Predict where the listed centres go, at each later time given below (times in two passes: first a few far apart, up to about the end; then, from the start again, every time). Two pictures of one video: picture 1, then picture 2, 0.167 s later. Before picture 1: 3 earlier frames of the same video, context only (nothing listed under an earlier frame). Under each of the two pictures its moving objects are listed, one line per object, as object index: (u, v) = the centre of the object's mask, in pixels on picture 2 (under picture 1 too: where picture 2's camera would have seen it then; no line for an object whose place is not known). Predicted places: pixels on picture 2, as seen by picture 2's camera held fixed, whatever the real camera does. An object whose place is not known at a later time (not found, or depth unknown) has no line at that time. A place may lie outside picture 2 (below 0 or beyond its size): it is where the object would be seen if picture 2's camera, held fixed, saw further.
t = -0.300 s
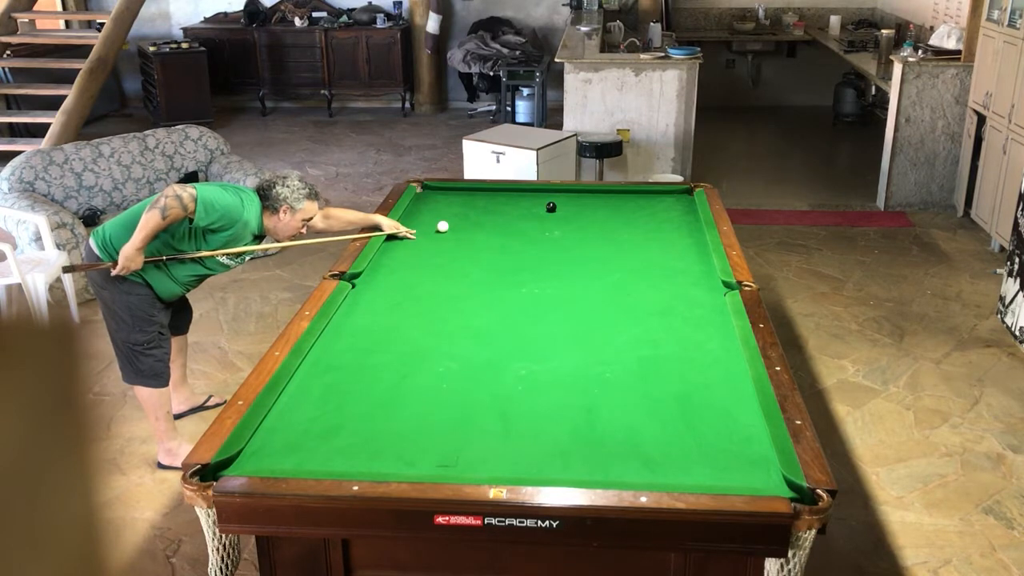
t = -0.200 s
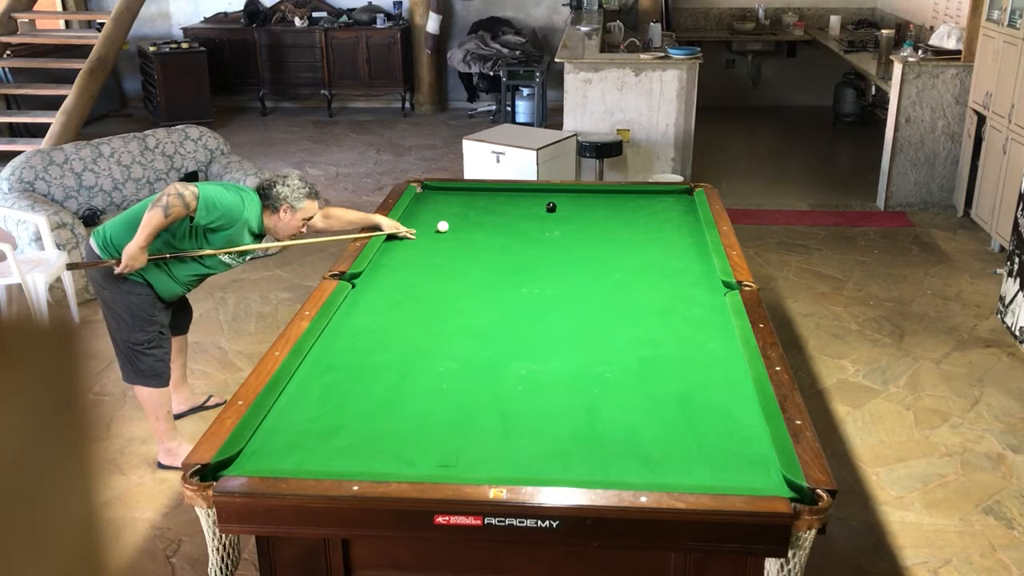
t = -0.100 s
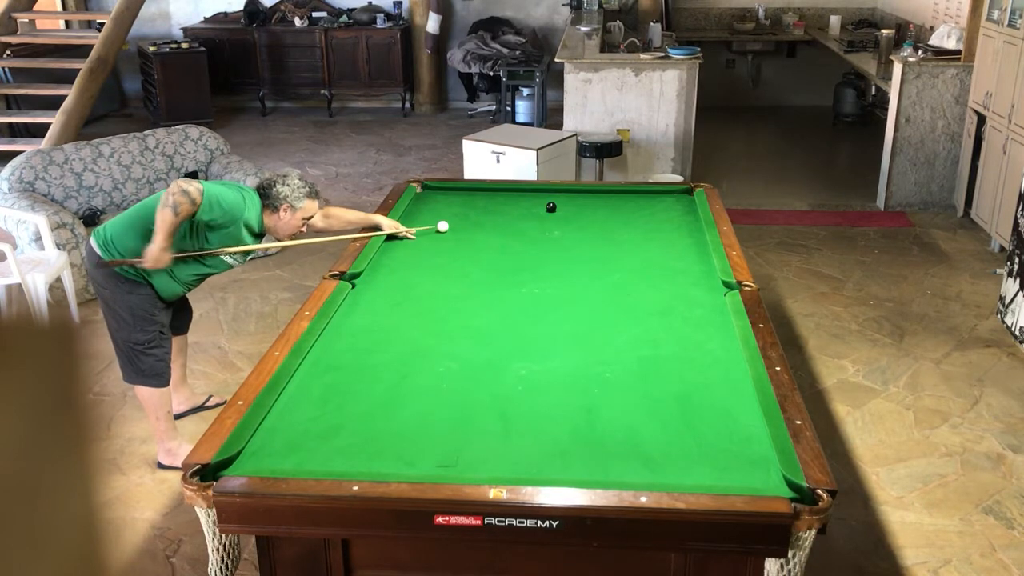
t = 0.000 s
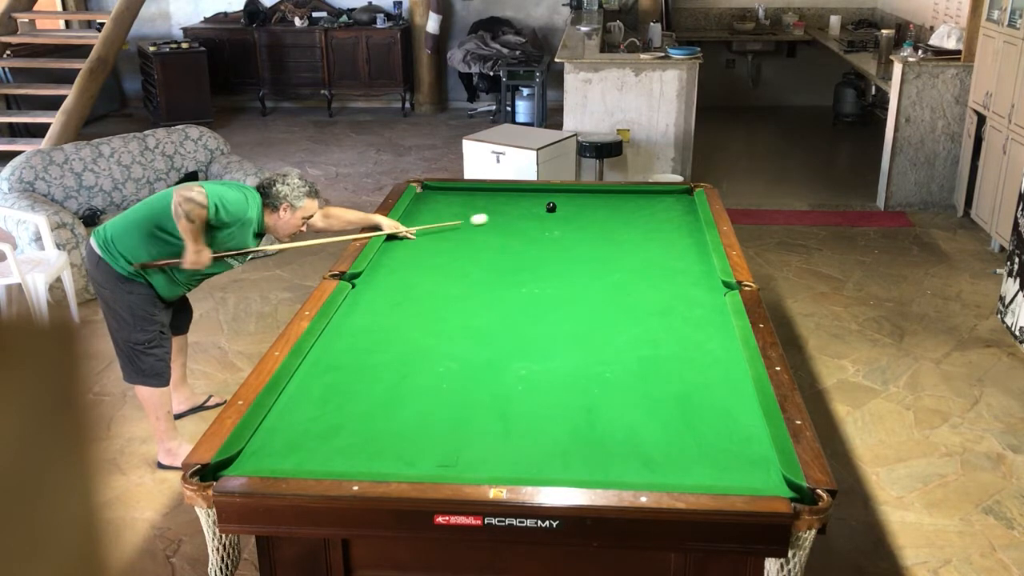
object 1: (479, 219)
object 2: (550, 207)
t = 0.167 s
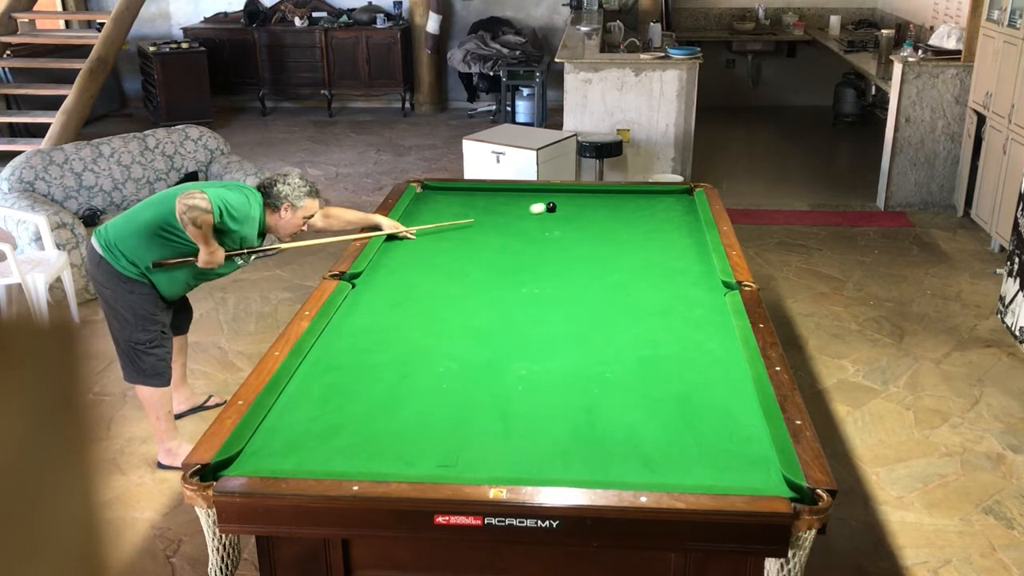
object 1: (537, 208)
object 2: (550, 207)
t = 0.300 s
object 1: (543, 205)
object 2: (586, 203)
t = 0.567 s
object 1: (558, 197)
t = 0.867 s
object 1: (572, 192)
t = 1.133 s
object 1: (579, 197)
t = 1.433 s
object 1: (587, 202)
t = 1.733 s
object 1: (595, 208)
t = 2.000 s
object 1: (601, 212)
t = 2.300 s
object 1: (607, 216)
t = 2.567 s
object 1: (611, 219)
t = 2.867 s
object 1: (615, 222)
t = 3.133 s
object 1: (618, 224)
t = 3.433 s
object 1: (620, 226)
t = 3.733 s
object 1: (620, 227)
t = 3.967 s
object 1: (620, 227)
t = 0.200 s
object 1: (540, 207)
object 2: (557, 206)
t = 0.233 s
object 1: (540, 207)
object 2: (568, 205)
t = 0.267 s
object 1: (541, 206)
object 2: (577, 204)
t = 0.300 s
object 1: (543, 205)
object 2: (586, 203)
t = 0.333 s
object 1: (544, 204)
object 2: (594, 202)
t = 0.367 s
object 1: (546, 203)
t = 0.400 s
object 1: (548, 202)
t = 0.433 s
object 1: (550, 201)
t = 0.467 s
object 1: (552, 200)
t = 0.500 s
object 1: (554, 199)
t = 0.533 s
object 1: (556, 198)
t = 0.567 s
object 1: (558, 197)
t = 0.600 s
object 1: (560, 196)
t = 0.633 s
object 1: (562, 195)
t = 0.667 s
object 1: (563, 194)
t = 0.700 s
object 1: (565, 193)
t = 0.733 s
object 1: (567, 192)
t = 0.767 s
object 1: (568, 191)
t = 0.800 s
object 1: (570, 191)
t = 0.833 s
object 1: (571, 191)
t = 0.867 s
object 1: (572, 192)
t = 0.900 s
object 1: (573, 192)
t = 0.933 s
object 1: (574, 193)
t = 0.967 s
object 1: (575, 194)
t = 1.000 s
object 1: (576, 194)
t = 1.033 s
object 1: (576, 195)
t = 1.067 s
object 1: (577, 196)
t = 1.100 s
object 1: (578, 196)
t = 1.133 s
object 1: (579, 197)
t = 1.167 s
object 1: (580, 198)
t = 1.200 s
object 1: (581, 198)
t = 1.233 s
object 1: (582, 199)
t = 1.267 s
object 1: (583, 199)
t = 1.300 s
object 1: (584, 200)
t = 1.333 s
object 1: (585, 201)
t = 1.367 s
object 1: (585, 201)
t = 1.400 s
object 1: (586, 202)
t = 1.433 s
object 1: (587, 202)
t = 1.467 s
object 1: (588, 203)
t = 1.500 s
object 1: (589, 204)
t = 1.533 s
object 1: (590, 204)
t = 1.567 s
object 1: (591, 205)
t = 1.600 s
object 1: (592, 205)
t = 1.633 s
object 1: (592, 206)
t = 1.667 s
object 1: (593, 206)
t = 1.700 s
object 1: (594, 207)
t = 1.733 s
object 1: (595, 208)
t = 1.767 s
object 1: (596, 208)
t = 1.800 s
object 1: (596, 209)
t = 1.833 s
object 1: (597, 209)
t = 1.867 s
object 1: (598, 210)
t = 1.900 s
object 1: (598, 210)
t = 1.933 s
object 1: (599, 210)
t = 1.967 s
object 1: (600, 211)
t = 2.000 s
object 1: (601, 212)
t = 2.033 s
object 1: (601, 212)
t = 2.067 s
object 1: (602, 213)
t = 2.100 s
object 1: (603, 213)
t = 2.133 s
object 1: (603, 214)
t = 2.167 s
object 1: (604, 214)
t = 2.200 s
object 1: (605, 214)
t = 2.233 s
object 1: (605, 215)
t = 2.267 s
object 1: (606, 215)
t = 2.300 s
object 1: (607, 216)
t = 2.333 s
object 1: (607, 216)
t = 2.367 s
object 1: (608, 217)
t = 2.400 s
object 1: (608, 217)
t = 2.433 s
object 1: (609, 217)
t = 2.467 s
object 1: (610, 218)
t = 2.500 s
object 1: (610, 218)
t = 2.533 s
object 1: (610, 219)
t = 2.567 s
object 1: (611, 219)
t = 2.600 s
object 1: (611, 219)
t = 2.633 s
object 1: (612, 220)
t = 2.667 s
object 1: (613, 220)
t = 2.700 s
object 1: (613, 221)
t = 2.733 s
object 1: (614, 221)
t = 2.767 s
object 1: (614, 221)
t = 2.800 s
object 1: (614, 222)
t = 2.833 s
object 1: (615, 222)
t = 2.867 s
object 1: (615, 222)
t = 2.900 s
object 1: (615, 222)
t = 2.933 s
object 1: (616, 223)
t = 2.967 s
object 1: (616, 223)
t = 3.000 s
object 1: (617, 223)
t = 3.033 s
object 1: (617, 223)
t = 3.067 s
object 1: (617, 224)
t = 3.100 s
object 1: (618, 224)
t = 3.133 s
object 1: (618, 224)
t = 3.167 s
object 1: (618, 224)
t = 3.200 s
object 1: (618, 225)
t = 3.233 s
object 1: (619, 225)
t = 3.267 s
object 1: (619, 225)
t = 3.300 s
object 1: (619, 225)
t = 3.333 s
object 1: (619, 225)
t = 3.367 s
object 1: (619, 225)
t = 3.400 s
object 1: (619, 226)
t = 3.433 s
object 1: (620, 226)
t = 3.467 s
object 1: (620, 226)
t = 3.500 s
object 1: (620, 226)
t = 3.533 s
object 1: (620, 226)
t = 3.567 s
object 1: (620, 226)
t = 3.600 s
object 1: (620, 227)
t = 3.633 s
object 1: (620, 227)
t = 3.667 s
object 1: (620, 227)
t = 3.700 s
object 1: (620, 227)
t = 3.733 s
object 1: (620, 227)
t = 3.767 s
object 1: (620, 227)
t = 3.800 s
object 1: (620, 227)
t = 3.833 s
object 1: (620, 227)
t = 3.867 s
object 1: (620, 227)
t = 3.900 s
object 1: (620, 227)
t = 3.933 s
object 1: (620, 227)
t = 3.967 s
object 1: (620, 227)
